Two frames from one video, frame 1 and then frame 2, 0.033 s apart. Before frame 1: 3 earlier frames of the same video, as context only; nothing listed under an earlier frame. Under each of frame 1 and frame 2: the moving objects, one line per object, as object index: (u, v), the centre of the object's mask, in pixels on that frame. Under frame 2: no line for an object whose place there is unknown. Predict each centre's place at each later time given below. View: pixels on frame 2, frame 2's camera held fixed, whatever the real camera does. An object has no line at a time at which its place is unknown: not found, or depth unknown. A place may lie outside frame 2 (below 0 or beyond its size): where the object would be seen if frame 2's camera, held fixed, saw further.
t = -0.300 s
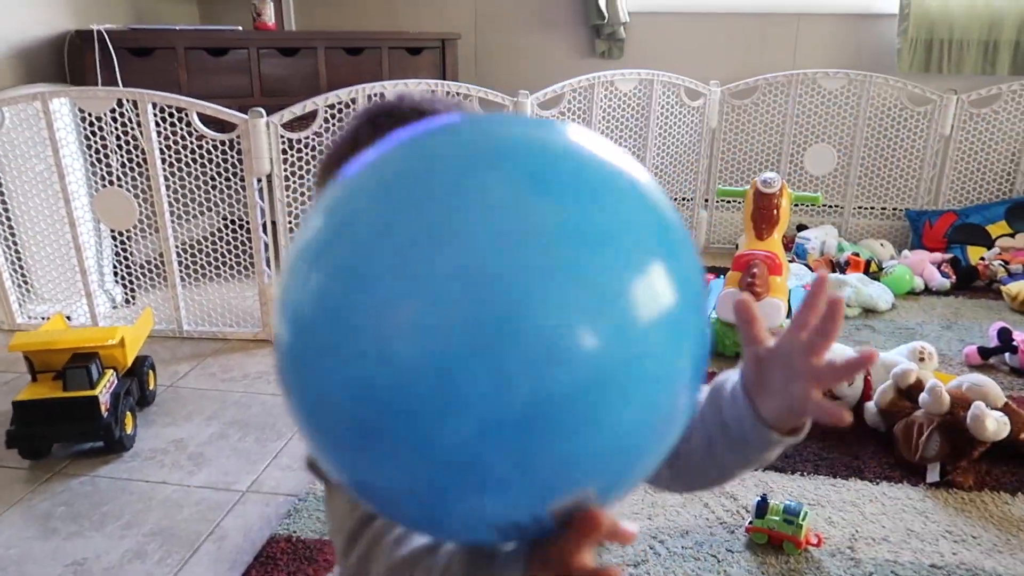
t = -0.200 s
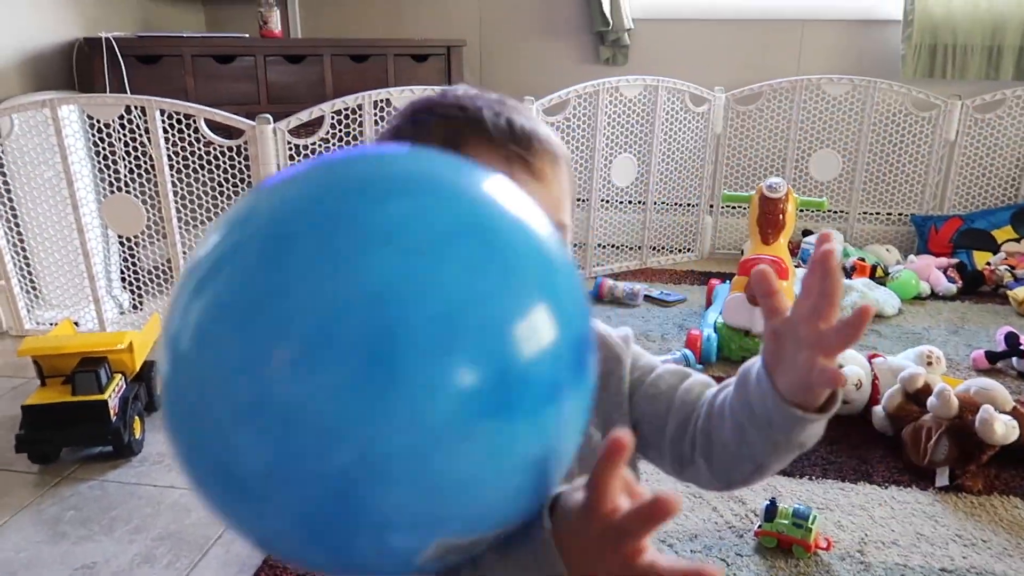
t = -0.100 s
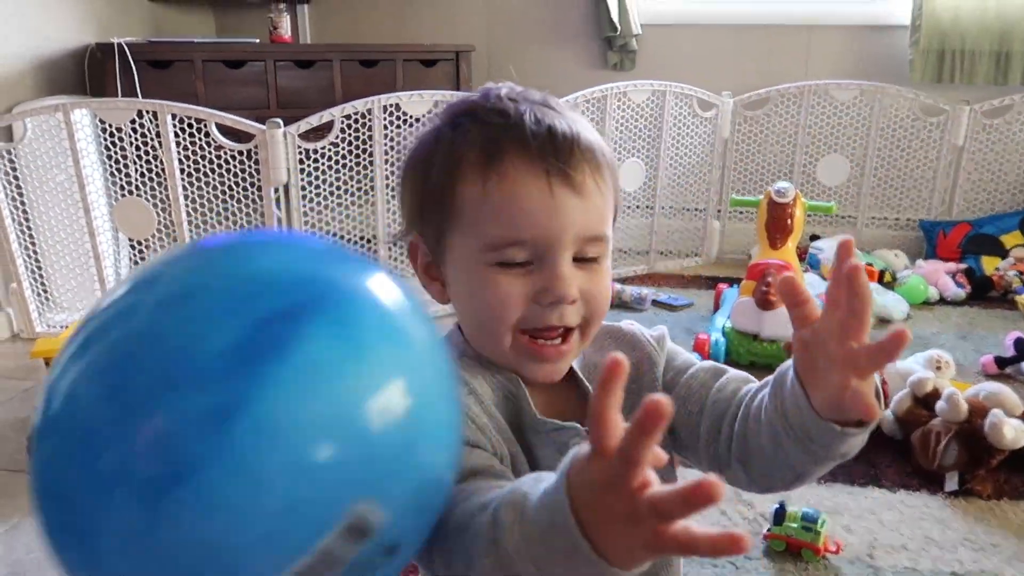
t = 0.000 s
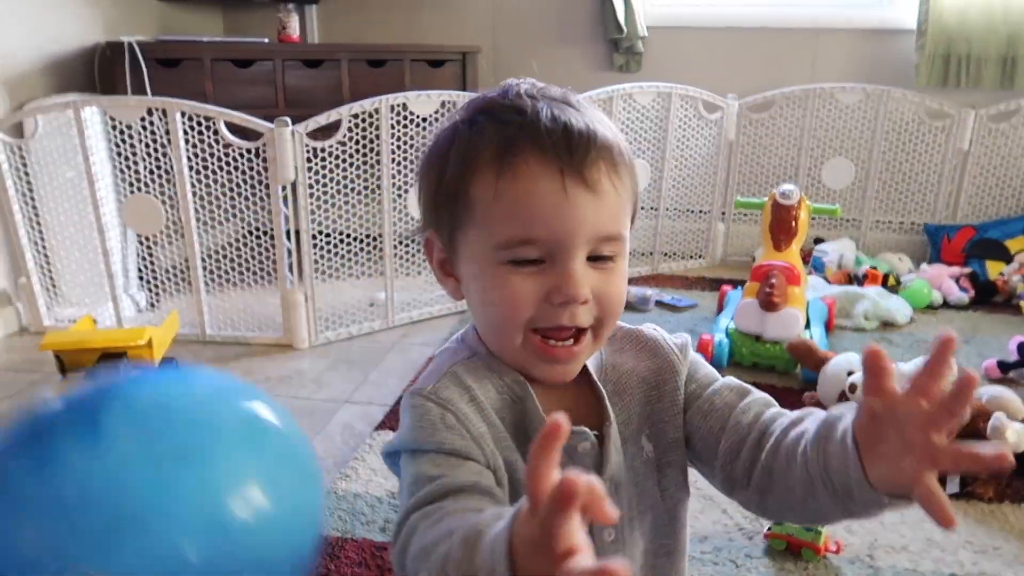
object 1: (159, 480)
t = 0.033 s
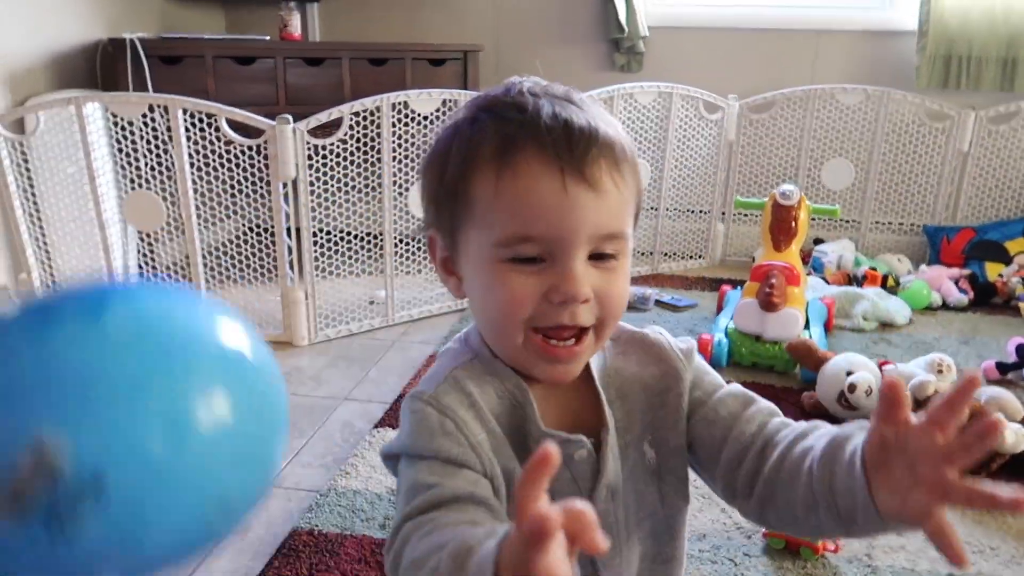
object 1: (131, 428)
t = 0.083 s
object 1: (113, 305)
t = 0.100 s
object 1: (108, 271)
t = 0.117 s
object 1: (103, 241)
